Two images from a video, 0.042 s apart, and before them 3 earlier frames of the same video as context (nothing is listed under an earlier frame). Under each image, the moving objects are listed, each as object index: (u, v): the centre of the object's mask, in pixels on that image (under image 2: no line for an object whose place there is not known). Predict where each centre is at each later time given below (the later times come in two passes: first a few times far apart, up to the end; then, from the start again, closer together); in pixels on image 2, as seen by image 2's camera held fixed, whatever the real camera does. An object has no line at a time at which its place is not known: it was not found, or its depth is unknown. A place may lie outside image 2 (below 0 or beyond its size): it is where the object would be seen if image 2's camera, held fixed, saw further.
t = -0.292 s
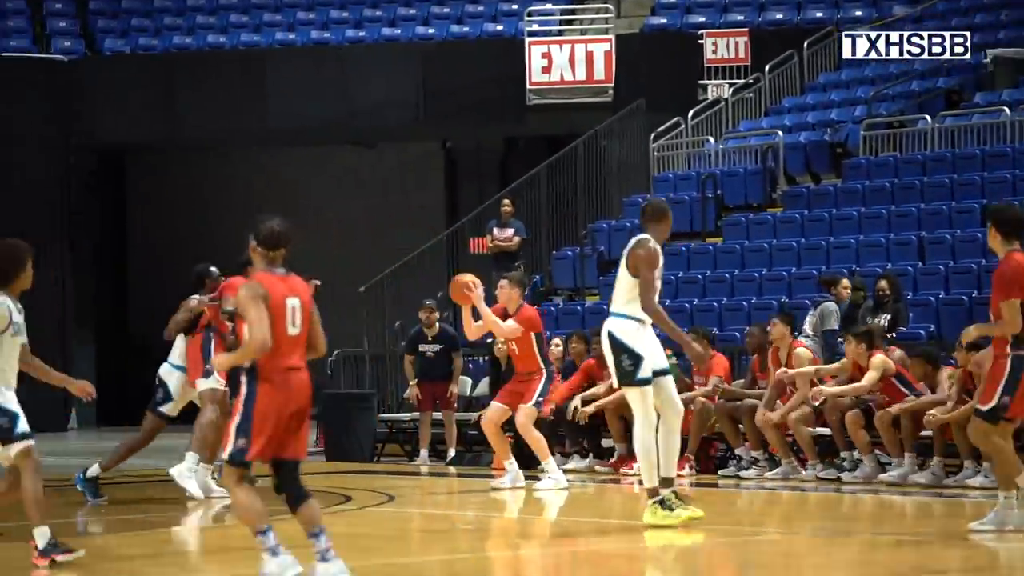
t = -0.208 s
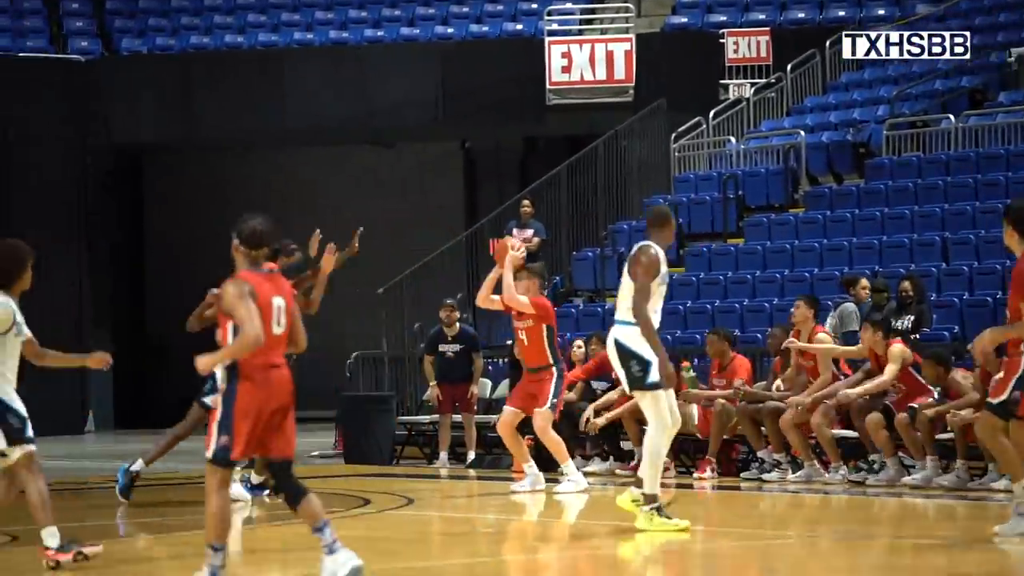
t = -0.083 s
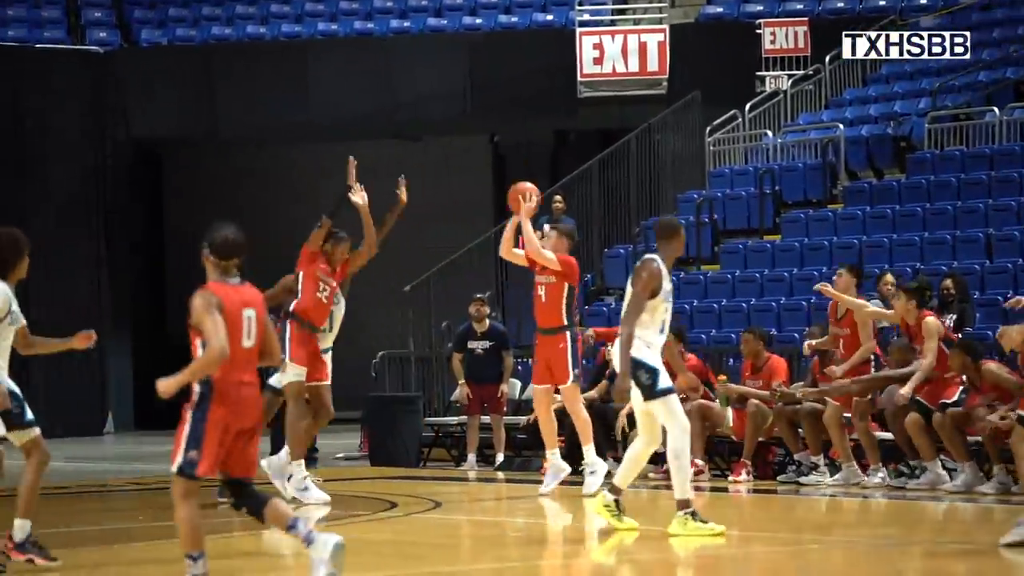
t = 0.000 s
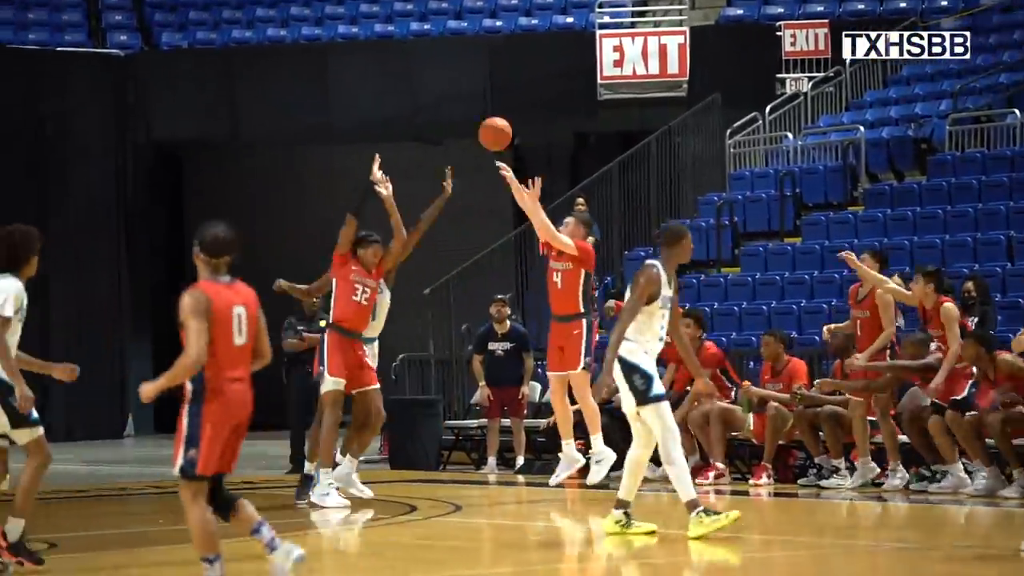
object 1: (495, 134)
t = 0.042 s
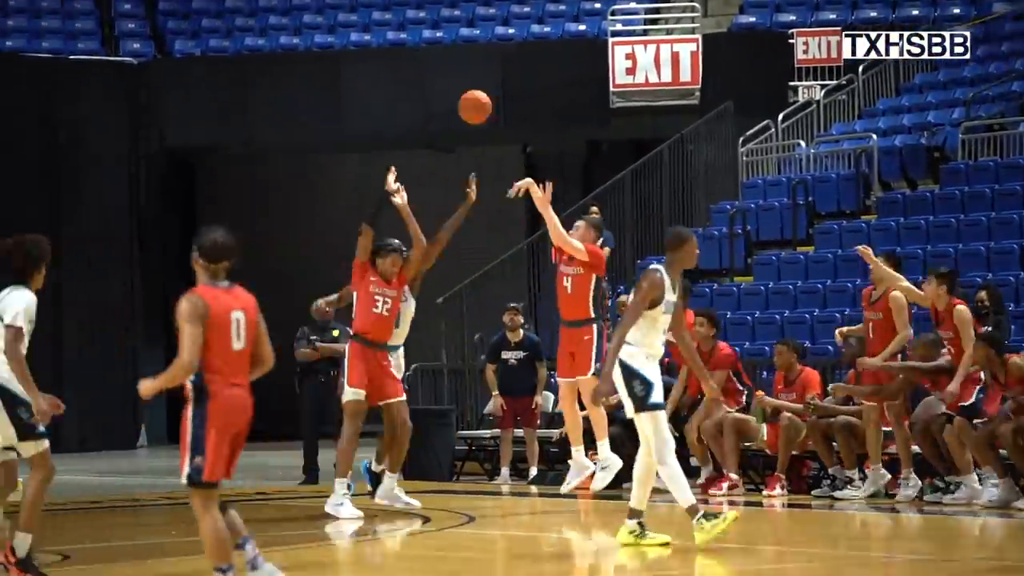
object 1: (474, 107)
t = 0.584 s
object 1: (36, -156)
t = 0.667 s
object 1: (-33, -163)
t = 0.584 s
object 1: (36, -156)
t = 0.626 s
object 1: (2, -161)
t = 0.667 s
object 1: (-33, -163)
